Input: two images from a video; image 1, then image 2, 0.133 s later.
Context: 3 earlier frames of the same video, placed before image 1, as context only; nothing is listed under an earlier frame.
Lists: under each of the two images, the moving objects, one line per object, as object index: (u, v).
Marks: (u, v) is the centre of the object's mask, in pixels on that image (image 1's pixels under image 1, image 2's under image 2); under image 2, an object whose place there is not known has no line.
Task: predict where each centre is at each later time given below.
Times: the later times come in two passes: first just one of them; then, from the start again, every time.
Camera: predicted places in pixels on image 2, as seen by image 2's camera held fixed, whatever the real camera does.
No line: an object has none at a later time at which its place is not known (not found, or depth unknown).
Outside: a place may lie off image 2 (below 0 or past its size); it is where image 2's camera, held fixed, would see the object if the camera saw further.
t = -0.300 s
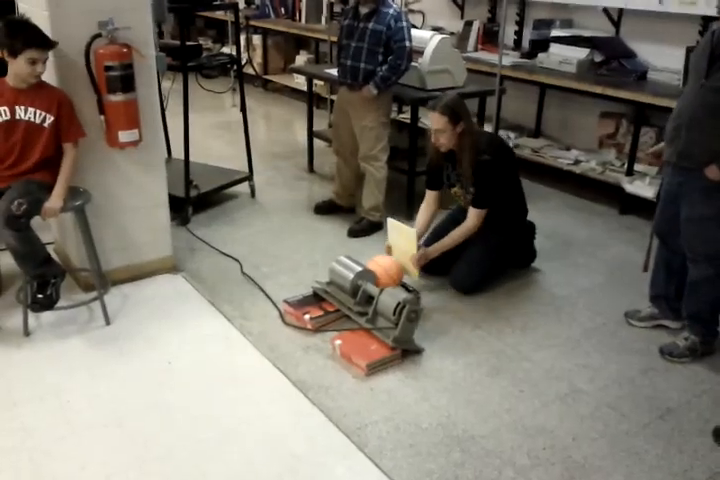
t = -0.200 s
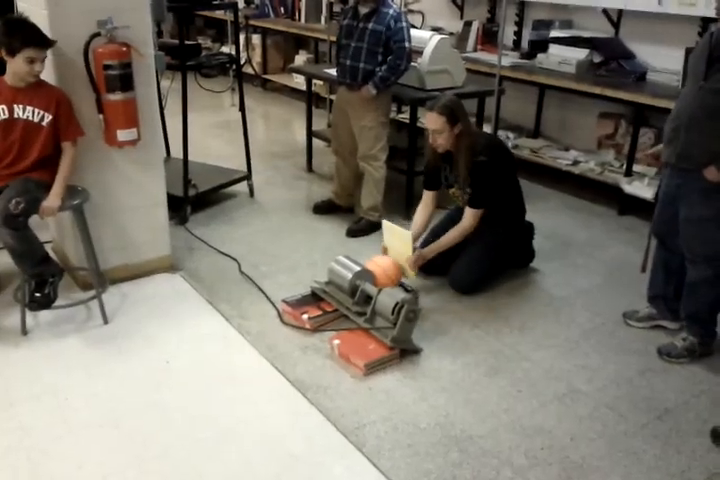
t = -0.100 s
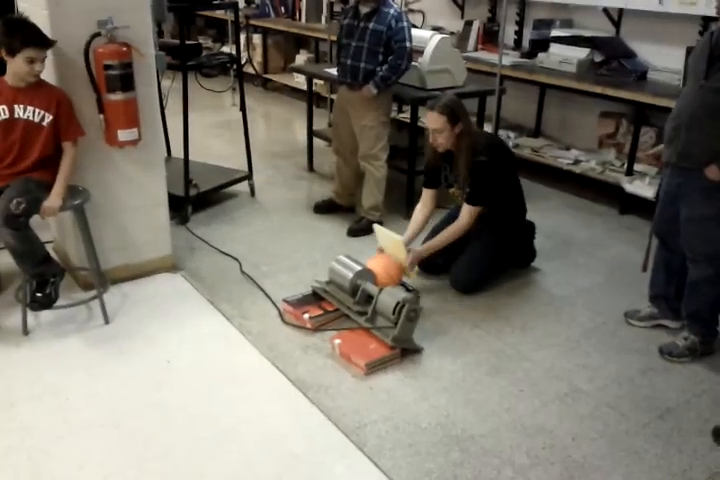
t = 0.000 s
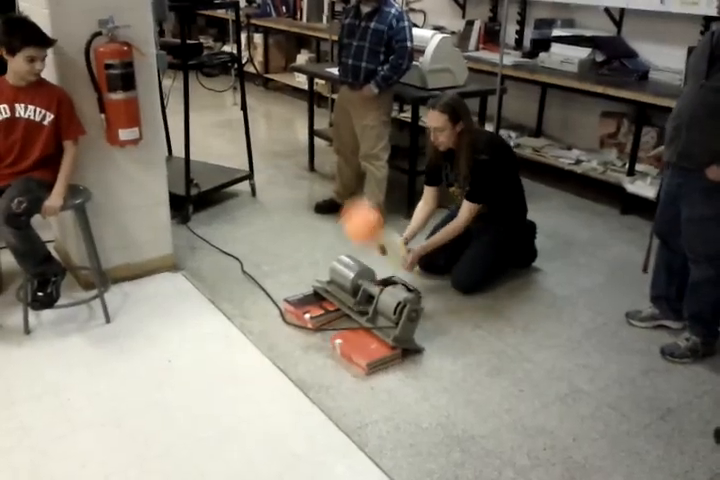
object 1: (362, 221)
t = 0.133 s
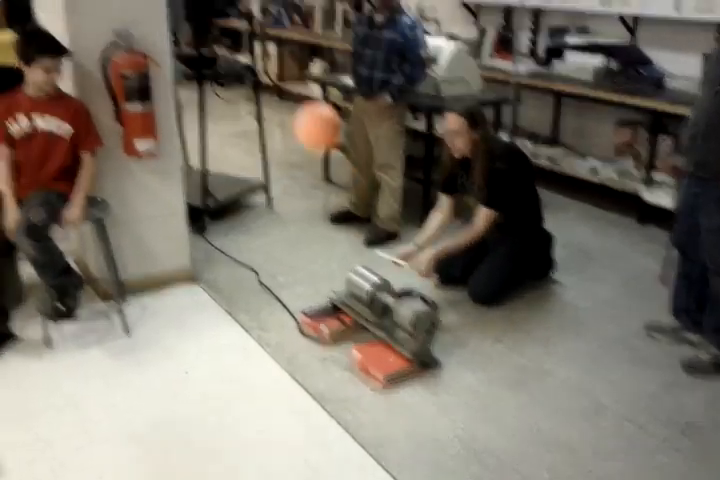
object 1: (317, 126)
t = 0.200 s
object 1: (282, 76)
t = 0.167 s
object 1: (301, 100)
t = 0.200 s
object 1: (282, 76)
